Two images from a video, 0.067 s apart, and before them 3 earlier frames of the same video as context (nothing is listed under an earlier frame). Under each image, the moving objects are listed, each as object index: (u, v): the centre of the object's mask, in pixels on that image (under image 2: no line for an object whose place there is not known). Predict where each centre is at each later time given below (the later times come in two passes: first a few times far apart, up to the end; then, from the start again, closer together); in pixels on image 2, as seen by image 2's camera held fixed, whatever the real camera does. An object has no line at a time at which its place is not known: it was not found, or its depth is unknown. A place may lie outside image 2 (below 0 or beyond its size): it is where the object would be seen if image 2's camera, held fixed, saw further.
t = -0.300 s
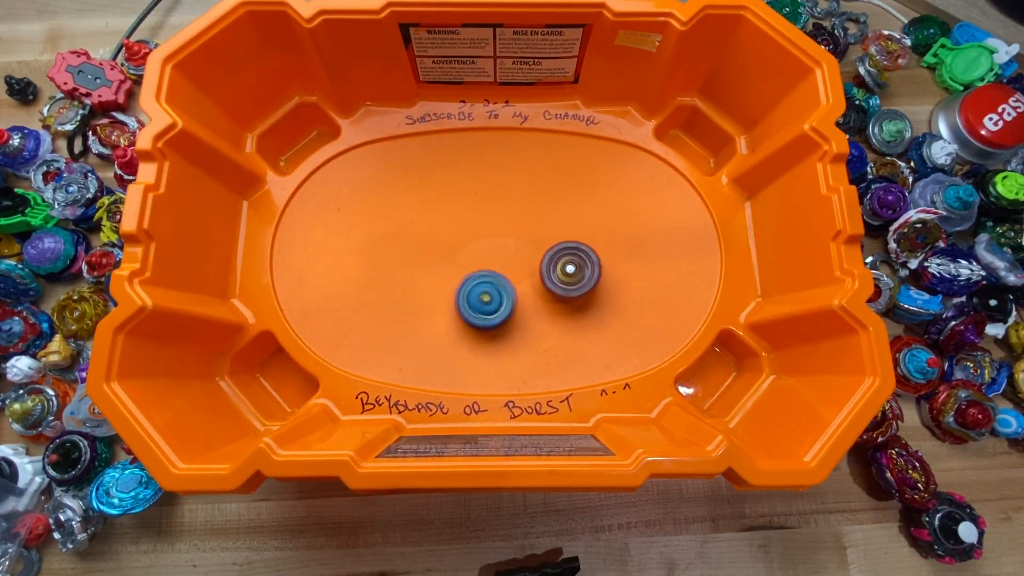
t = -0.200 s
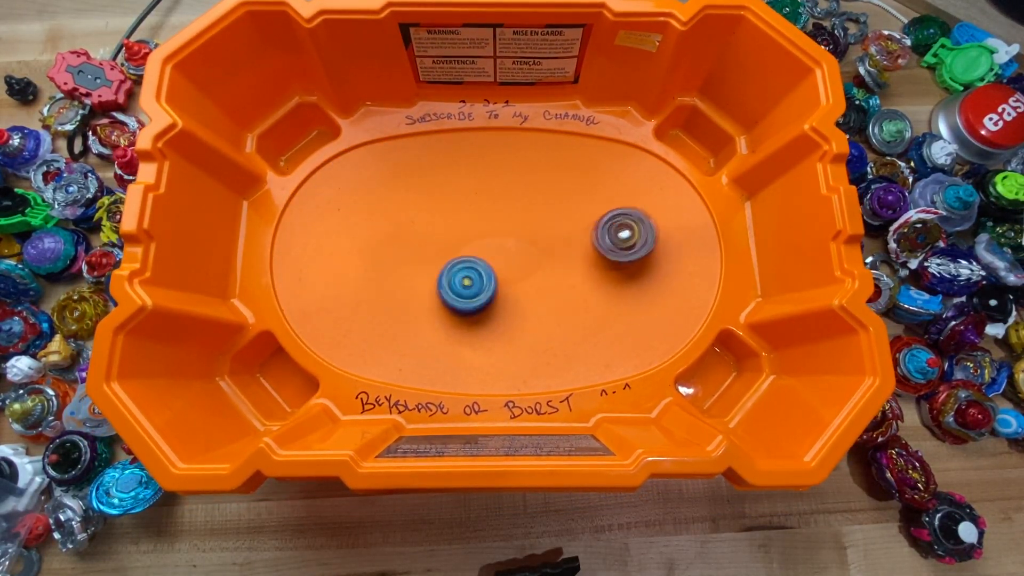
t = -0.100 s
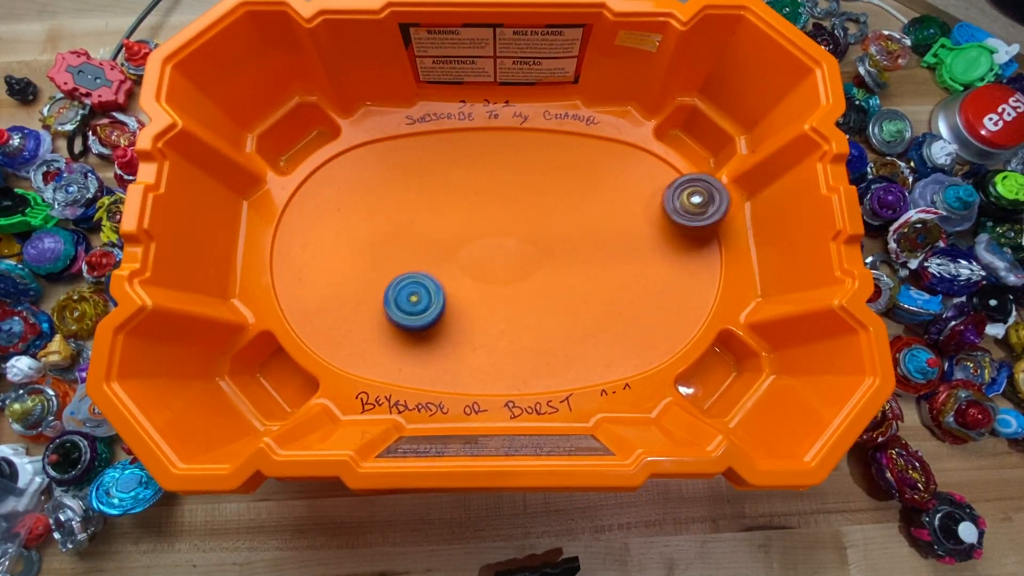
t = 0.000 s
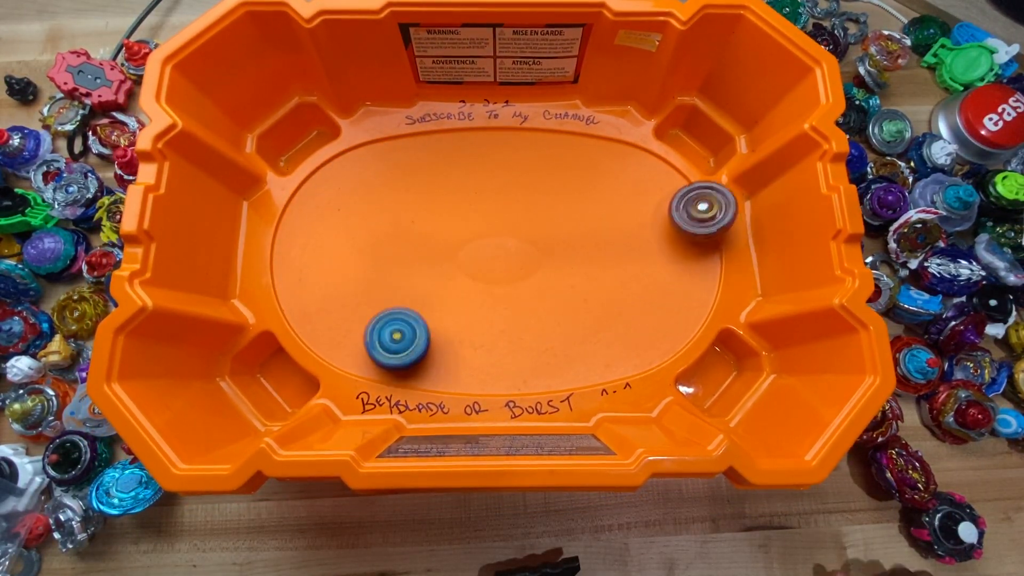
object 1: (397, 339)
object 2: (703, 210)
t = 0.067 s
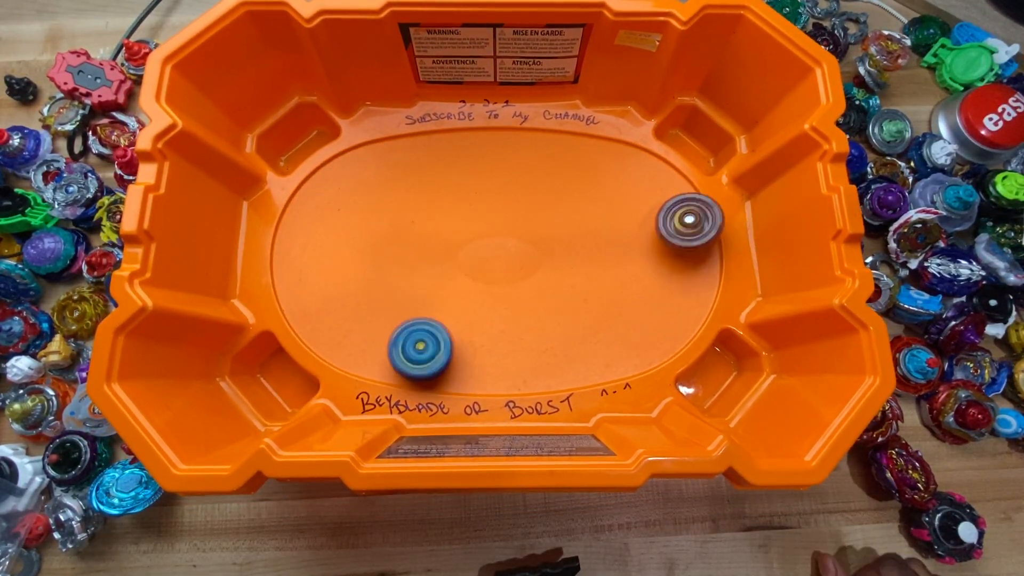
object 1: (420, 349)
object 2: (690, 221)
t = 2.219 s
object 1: (449, 240)
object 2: (423, 304)
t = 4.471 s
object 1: (499, 301)
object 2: (626, 265)
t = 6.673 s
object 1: (544, 178)
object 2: (462, 260)
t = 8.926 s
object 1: (541, 241)
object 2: (480, 270)
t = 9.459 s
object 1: (463, 198)
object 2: (495, 301)
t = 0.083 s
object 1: (429, 348)
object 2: (685, 224)
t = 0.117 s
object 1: (444, 342)
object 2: (675, 229)
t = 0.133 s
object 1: (451, 336)
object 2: (670, 233)
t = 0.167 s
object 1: (461, 324)
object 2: (660, 238)
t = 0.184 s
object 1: (464, 317)
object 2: (653, 241)
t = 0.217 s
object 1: (466, 301)
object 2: (641, 245)
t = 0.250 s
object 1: (462, 286)
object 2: (627, 249)
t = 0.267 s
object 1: (458, 278)
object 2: (620, 250)
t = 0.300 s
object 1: (448, 265)
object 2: (606, 253)
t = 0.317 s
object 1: (443, 260)
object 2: (599, 254)
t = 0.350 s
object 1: (429, 251)
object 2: (584, 256)
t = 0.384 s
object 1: (412, 246)
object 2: (569, 257)
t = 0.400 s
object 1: (403, 245)
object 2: (562, 257)
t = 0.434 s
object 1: (385, 246)
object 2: (548, 256)
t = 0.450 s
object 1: (377, 247)
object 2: (540, 255)
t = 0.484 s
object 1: (362, 253)
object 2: (527, 252)
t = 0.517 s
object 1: (351, 262)
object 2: (518, 245)
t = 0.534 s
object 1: (347, 268)
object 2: (513, 242)
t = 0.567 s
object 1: (344, 281)
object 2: (504, 233)
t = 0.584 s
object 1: (345, 287)
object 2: (501, 229)
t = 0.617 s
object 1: (354, 298)
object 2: (494, 219)
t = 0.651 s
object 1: (368, 304)
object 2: (489, 211)
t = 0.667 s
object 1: (376, 305)
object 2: (486, 206)
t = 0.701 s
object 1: (394, 305)
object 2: (482, 199)
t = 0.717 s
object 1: (403, 303)
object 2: (480, 195)
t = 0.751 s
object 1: (420, 296)
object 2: (477, 188)
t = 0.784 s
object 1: (434, 285)
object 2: (476, 182)
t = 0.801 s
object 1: (441, 278)
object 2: (475, 179)
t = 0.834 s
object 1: (451, 263)
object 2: (474, 176)
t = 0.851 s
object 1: (455, 255)
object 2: (474, 175)
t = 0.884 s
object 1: (458, 238)
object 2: (474, 173)
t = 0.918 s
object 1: (454, 225)
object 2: (476, 167)
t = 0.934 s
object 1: (451, 220)
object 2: (478, 163)
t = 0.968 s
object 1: (441, 211)
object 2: (481, 156)
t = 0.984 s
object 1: (435, 208)
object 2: (483, 154)
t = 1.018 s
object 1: (422, 204)
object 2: (485, 151)
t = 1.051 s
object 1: (409, 203)
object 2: (488, 150)
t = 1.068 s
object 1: (404, 204)
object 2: (490, 149)
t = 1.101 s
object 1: (396, 209)
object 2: (492, 150)
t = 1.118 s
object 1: (394, 213)
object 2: (493, 151)
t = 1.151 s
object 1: (391, 221)
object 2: (495, 153)
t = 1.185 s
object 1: (393, 230)
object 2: (497, 158)
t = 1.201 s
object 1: (396, 234)
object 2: (497, 160)
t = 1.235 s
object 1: (403, 242)
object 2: (499, 166)
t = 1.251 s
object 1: (408, 246)
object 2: (499, 169)
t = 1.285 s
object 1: (421, 252)
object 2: (499, 176)
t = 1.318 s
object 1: (436, 254)
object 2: (499, 184)
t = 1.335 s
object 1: (444, 254)
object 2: (498, 188)
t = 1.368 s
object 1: (460, 250)
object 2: (497, 196)
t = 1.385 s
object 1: (464, 248)
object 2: (497, 198)
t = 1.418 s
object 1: (461, 265)
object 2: (506, 189)
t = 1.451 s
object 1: (459, 278)
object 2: (515, 183)
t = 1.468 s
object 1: (460, 284)
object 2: (519, 181)
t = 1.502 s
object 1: (467, 297)
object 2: (526, 177)
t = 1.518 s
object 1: (472, 303)
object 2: (529, 177)
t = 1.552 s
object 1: (485, 315)
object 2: (533, 177)
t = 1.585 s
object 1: (503, 325)
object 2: (537, 178)
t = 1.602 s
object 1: (512, 329)
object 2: (539, 180)
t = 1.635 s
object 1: (532, 333)
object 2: (541, 185)
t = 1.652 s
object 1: (543, 333)
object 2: (542, 187)
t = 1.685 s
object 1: (562, 332)
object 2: (542, 194)
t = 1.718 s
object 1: (581, 326)
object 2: (541, 203)
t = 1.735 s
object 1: (591, 321)
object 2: (540, 207)
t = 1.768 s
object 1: (604, 309)
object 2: (537, 218)
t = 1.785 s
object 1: (608, 301)
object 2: (535, 223)
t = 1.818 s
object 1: (613, 283)
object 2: (530, 233)
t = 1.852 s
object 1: (612, 267)
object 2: (524, 243)
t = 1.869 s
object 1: (610, 258)
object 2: (521, 248)
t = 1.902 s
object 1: (602, 244)
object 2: (513, 257)
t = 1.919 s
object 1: (596, 237)
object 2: (510, 260)
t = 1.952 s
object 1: (582, 226)
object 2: (502, 267)
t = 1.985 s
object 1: (567, 218)
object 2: (492, 274)
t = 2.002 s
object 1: (559, 214)
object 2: (488, 278)
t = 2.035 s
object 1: (541, 212)
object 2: (478, 284)
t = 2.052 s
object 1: (532, 211)
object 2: (473, 287)
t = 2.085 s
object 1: (514, 212)
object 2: (464, 292)
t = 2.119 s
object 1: (496, 216)
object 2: (454, 297)
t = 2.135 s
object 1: (487, 218)
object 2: (448, 299)
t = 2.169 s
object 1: (471, 225)
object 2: (438, 302)
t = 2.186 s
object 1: (463, 229)
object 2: (433, 302)
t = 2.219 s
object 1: (449, 240)
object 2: (423, 304)
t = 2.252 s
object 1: (439, 251)
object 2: (413, 305)
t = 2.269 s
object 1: (437, 250)
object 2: (406, 312)
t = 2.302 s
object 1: (433, 251)
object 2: (395, 325)
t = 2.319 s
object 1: (430, 251)
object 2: (390, 330)
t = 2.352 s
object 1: (426, 255)
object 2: (381, 337)
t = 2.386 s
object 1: (425, 259)
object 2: (372, 341)
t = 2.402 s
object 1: (426, 261)
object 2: (369, 343)
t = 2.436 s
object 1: (429, 264)
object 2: (361, 345)
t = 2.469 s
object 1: (433, 266)
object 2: (355, 345)
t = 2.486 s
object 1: (436, 266)
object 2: (353, 345)
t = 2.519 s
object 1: (441, 266)
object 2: (349, 343)
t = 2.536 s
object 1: (444, 265)
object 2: (347, 341)
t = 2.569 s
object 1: (450, 263)
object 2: (345, 337)
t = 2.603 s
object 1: (457, 258)
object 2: (344, 332)
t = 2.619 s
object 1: (459, 253)
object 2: (345, 329)
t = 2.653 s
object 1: (463, 242)
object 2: (347, 323)
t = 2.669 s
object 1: (464, 236)
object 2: (348, 320)
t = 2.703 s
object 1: (464, 228)
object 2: (352, 314)
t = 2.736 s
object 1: (460, 223)
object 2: (357, 307)
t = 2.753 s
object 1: (457, 221)
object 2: (360, 304)
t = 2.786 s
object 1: (452, 218)
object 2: (367, 298)
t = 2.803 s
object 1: (449, 218)
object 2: (371, 294)
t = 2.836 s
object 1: (444, 217)
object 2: (379, 288)
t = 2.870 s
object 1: (441, 219)
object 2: (389, 283)
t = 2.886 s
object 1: (439, 221)
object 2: (393, 281)
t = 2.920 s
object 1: (438, 224)
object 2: (404, 276)
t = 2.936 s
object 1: (440, 222)
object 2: (410, 278)
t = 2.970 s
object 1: (443, 212)
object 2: (418, 283)
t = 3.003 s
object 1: (443, 201)
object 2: (425, 287)
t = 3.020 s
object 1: (442, 196)
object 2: (429, 288)
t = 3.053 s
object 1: (438, 186)
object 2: (437, 290)
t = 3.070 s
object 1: (435, 183)
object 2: (440, 290)
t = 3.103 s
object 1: (428, 176)
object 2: (448, 292)
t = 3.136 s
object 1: (422, 173)
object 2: (455, 294)
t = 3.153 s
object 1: (419, 173)
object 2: (459, 294)
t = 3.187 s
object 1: (413, 173)
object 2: (467, 296)
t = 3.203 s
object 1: (411, 174)
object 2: (471, 296)
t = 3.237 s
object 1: (409, 178)
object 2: (479, 297)
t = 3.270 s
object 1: (409, 184)
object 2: (488, 297)
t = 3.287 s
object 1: (410, 188)
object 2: (491, 297)
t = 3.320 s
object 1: (414, 196)
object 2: (499, 296)
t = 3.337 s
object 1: (418, 200)
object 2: (503, 296)
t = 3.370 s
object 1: (427, 208)
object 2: (511, 295)
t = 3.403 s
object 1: (439, 215)
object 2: (519, 293)
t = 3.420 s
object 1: (445, 218)
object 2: (523, 292)
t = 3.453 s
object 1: (459, 222)
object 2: (531, 290)
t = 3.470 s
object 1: (466, 223)
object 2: (535, 289)
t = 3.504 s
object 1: (481, 224)
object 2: (542, 286)
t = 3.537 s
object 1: (495, 224)
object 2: (549, 283)
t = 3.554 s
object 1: (502, 223)
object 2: (553, 283)
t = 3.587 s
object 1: (517, 222)
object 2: (560, 280)
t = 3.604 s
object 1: (523, 220)
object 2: (564, 279)
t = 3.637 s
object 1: (537, 216)
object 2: (571, 277)
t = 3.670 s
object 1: (548, 211)
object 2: (577, 274)
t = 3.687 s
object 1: (554, 208)
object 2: (580, 273)
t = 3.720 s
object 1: (563, 200)
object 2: (586, 270)
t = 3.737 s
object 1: (567, 196)
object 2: (588, 268)
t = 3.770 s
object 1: (573, 188)
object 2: (593, 266)
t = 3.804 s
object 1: (575, 180)
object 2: (598, 263)
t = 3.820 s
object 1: (575, 177)
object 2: (600, 262)
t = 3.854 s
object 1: (573, 173)
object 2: (604, 260)
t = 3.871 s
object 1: (571, 173)
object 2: (606, 259)
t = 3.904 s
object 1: (567, 172)
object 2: (609, 257)
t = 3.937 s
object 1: (563, 173)
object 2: (611, 255)
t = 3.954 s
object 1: (562, 175)
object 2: (612, 253)
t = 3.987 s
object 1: (558, 179)
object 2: (614, 250)
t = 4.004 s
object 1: (557, 181)
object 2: (614, 249)
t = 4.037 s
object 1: (554, 188)
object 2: (615, 247)
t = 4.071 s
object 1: (552, 196)
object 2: (614, 245)
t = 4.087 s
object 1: (552, 202)
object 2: (614, 244)
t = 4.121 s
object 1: (554, 211)
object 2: (613, 241)
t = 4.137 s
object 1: (556, 216)
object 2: (613, 240)
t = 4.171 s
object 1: (545, 218)
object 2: (625, 245)
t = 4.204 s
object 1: (532, 222)
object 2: (638, 248)
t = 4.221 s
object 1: (526, 226)
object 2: (643, 250)
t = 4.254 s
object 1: (515, 233)
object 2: (650, 253)
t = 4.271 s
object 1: (512, 238)
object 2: (651, 255)
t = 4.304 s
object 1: (508, 248)
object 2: (652, 257)
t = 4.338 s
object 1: (503, 259)
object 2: (650, 260)
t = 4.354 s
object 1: (500, 265)
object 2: (648, 261)
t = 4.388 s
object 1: (495, 276)
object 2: (643, 263)
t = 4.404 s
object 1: (493, 281)
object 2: (640, 263)
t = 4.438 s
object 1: (493, 291)
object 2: (634, 264)
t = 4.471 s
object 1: (499, 301)
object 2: (626, 265)
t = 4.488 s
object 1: (503, 305)
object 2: (623, 265)
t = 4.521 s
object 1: (513, 311)
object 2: (614, 264)
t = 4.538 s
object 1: (519, 314)
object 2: (610, 263)
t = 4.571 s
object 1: (530, 316)
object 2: (602, 262)
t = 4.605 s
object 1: (543, 316)
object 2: (594, 261)
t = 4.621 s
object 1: (549, 314)
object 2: (590, 259)
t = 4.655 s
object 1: (558, 314)
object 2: (583, 255)
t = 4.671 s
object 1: (560, 316)
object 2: (581, 249)
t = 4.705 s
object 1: (565, 318)
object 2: (577, 240)
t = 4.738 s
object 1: (570, 319)
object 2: (572, 232)
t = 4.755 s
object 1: (571, 319)
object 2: (570, 230)
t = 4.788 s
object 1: (574, 318)
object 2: (565, 225)
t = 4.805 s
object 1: (575, 316)
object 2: (562, 223)
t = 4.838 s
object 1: (576, 313)
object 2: (558, 222)
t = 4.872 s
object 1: (575, 309)
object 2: (555, 219)
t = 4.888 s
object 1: (574, 306)
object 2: (553, 216)
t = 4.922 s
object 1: (570, 301)
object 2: (548, 214)
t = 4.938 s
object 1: (567, 298)
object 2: (545, 213)
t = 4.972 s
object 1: (559, 292)
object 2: (540, 211)
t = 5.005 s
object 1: (550, 287)
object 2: (535, 210)
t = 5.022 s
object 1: (545, 284)
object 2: (532, 208)
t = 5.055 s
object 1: (535, 281)
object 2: (528, 206)
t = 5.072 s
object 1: (528, 280)
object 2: (525, 206)
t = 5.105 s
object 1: (516, 279)
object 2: (520, 205)
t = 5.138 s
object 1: (504, 278)
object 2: (515, 204)
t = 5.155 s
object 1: (498, 279)
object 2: (513, 204)
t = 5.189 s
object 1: (485, 280)
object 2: (508, 204)
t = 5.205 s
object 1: (480, 280)
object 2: (506, 204)
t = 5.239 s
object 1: (468, 282)
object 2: (502, 204)
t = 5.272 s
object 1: (458, 284)
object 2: (498, 205)
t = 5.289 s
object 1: (453, 286)
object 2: (495, 204)
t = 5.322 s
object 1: (445, 291)
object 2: (491, 205)
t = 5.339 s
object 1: (440, 294)
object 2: (489, 205)
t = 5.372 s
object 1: (435, 300)
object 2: (484, 206)
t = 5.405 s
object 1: (433, 305)
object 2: (480, 208)
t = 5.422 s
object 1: (432, 308)
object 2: (477, 209)
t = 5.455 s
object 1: (434, 309)
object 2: (472, 212)
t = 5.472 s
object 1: (435, 310)
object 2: (469, 213)
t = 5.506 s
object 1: (437, 310)
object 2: (464, 216)
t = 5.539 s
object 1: (440, 310)
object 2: (460, 219)
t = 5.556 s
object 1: (442, 308)
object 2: (457, 221)
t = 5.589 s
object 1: (446, 305)
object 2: (454, 223)
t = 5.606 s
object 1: (448, 303)
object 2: (452, 224)
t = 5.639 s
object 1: (450, 297)
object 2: (449, 227)
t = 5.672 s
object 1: (453, 290)
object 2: (446, 228)
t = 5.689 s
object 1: (454, 291)
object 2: (444, 225)
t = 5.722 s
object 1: (459, 299)
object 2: (441, 213)
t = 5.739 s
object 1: (463, 303)
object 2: (439, 208)
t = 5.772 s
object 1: (471, 307)
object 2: (436, 200)
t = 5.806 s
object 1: (481, 310)
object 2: (436, 197)
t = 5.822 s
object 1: (486, 310)
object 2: (436, 195)
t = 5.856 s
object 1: (497, 310)
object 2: (436, 194)
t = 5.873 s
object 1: (503, 309)
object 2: (437, 194)
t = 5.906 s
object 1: (512, 305)
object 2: (439, 196)
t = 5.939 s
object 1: (521, 299)
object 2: (441, 199)
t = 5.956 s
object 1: (525, 296)
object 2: (443, 201)
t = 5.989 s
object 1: (531, 288)
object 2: (446, 205)
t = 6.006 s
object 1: (533, 284)
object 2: (447, 207)
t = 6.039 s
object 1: (535, 275)
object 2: (451, 211)
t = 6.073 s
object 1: (536, 265)
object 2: (454, 215)
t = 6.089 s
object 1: (535, 261)
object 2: (456, 218)
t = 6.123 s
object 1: (533, 255)
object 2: (459, 223)
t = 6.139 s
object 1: (531, 252)
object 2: (461, 225)
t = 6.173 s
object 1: (528, 245)
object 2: (464, 229)
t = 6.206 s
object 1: (529, 239)
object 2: (466, 233)
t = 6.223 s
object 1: (537, 237)
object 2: (461, 235)
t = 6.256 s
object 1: (549, 233)
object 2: (453, 238)
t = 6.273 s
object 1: (554, 230)
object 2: (450, 240)
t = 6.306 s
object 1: (561, 223)
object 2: (446, 245)
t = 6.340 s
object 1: (568, 214)
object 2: (444, 247)
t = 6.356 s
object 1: (571, 210)
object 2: (444, 248)
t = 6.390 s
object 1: (576, 201)
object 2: (444, 251)
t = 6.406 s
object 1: (578, 197)
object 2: (445, 253)
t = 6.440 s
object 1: (580, 188)
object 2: (446, 254)
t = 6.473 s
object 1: (579, 181)
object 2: (448, 257)
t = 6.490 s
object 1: (579, 177)
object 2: (449, 256)
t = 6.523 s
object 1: (575, 172)
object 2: (451, 257)
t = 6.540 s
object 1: (572, 170)
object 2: (453, 258)
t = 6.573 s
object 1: (565, 168)
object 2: (455, 258)
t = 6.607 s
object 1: (558, 169)
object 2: (458, 258)
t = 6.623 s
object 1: (554, 170)
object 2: (459, 258)
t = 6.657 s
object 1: (547, 174)
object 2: (461, 259)
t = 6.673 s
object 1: (544, 178)
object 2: (462, 260)
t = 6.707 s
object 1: (539, 185)
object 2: (464, 263)
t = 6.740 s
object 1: (535, 194)
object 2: (466, 267)
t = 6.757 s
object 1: (534, 199)
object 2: (467, 267)
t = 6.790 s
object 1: (532, 209)
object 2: (470, 270)
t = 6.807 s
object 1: (533, 214)
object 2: (471, 271)
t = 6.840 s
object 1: (534, 225)
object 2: (474, 272)
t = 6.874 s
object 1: (537, 235)
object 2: (476, 272)
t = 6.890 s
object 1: (538, 240)
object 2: (478, 272)
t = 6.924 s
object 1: (543, 250)
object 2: (481, 272)
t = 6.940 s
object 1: (546, 255)
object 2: (482, 272)
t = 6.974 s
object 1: (553, 263)
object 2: (485, 272)
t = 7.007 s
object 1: (562, 270)
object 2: (487, 273)
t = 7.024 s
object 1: (566, 274)
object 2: (489, 273)
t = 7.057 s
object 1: (575, 279)
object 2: (492, 273)
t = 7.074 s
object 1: (579, 281)
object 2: (494, 274)
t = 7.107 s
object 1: (588, 284)
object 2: (497, 274)
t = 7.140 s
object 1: (597, 287)
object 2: (500, 274)
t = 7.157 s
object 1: (601, 288)
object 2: (501, 274)
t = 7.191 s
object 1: (610, 288)
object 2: (504, 273)
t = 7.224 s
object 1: (617, 286)
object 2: (507, 273)
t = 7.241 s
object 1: (620, 284)
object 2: (509, 272)
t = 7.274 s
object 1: (624, 280)
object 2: (512, 272)
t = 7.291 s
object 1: (625, 277)
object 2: (514, 272)
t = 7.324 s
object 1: (625, 272)
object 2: (518, 271)
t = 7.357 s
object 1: (622, 268)
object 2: (522, 270)
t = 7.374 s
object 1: (620, 266)
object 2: (523, 270)
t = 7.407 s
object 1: (614, 262)
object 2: (527, 268)
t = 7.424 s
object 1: (610, 260)
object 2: (529, 268)
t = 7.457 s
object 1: (602, 257)
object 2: (533, 265)
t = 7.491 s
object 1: (595, 255)
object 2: (532, 263)
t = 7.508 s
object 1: (593, 254)
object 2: (529, 264)
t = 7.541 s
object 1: (588, 252)
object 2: (525, 262)
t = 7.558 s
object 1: (586, 251)
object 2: (523, 262)
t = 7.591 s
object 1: (580, 250)
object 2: (519, 260)
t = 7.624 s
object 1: (574, 247)
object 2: (514, 259)
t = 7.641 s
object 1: (571, 247)
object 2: (511, 259)
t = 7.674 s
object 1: (569, 244)
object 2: (504, 258)
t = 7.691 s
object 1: (567, 243)
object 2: (500, 258)
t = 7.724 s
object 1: (564, 242)
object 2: (494, 257)
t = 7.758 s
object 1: (559, 241)
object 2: (488, 256)
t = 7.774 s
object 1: (557, 241)
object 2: (486, 255)
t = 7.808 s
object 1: (550, 242)
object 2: (480, 253)
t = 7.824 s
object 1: (547, 243)
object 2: (478, 252)
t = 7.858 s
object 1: (542, 246)
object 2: (473, 251)
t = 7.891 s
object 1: (538, 250)
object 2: (468, 249)
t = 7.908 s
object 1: (536, 254)
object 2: (465, 249)
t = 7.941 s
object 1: (533, 262)
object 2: (460, 247)
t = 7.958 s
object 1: (532, 266)
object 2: (457, 247)
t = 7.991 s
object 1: (529, 273)
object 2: (453, 247)
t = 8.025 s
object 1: (529, 279)
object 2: (450, 247)
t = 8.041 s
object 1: (530, 281)
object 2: (449, 247)
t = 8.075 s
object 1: (532, 284)
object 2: (448, 248)
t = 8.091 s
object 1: (534, 286)
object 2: (447, 248)
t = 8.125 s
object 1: (536, 287)
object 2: (447, 248)
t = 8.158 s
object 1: (538, 289)
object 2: (447, 249)
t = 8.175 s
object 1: (540, 289)
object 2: (448, 250)
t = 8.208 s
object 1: (542, 289)
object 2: (449, 251)
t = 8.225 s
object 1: (543, 289)
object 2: (450, 252)
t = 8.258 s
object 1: (544, 287)
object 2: (451, 253)
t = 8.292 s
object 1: (545, 285)
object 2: (453, 254)
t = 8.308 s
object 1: (545, 284)
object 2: (454, 255)
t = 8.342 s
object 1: (544, 281)
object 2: (456, 255)
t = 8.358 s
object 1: (543, 279)
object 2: (457, 256)
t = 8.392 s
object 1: (543, 276)
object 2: (458, 258)
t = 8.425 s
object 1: (540, 272)
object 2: (459, 261)
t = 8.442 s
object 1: (538, 271)
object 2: (459, 261)
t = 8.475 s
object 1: (536, 267)
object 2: (460, 264)
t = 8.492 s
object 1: (533, 266)
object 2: (461, 265)
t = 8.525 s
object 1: (526, 265)
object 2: (463, 266)
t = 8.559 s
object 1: (526, 265)
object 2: (462, 267)
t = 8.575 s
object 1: (526, 263)
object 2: (461, 268)
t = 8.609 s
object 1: (527, 262)
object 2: (460, 269)
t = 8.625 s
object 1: (528, 261)
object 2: (460, 270)
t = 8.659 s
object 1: (529, 259)
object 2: (460, 270)
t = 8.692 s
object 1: (530, 258)
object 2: (462, 270)
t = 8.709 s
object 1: (531, 257)
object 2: (462, 270)
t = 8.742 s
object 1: (533, 255)
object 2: (464, 270)
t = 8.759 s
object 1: (534, 254)
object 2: (465, 269)
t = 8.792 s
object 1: (536, 253)
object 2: (468, 268)
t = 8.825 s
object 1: (538, 250)
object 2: (470, 267)
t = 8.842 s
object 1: (539, 250)
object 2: (471, 267)
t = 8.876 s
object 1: (542, 247)
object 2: (474, 268)
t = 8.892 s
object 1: (542, 245)
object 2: (476, 268)
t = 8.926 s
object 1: (541, 241)
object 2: (480, 270)
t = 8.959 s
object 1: (538, 235)
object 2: (483, 271)
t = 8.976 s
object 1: (536, 233)
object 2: (485, 272)
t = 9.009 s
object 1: (533, 229)
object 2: (489, 273)
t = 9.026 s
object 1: (531, 227)
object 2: (492, 274)
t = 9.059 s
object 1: (527, 225)
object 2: (496, 275)
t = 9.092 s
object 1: (526, 215)
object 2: (496, 286)
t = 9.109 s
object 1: (524, 209)
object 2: (495, 291)
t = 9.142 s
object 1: (520, 201)
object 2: (494, 300)
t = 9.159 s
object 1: (519, 198)
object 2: (494, 303)
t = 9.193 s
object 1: (513, 190)
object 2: (494, 305)
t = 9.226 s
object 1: (507, 185)
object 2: (494, 307)
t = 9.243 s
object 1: (504, 183)
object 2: (493, 307)
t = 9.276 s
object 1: (497, 181)
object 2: (493, 307)
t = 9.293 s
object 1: (494, 180)
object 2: (493, 308)
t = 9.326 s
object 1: (486, 179)
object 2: (493, 308)
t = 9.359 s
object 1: (479, 182)
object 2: (493, 307)
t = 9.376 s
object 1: (476, 183)
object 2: (494, 306)
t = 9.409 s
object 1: (470, 188)
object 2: (494, 304)
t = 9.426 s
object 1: (467, 192)
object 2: (494, 303)
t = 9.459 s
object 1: (463, 198)
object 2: (495, 301)
